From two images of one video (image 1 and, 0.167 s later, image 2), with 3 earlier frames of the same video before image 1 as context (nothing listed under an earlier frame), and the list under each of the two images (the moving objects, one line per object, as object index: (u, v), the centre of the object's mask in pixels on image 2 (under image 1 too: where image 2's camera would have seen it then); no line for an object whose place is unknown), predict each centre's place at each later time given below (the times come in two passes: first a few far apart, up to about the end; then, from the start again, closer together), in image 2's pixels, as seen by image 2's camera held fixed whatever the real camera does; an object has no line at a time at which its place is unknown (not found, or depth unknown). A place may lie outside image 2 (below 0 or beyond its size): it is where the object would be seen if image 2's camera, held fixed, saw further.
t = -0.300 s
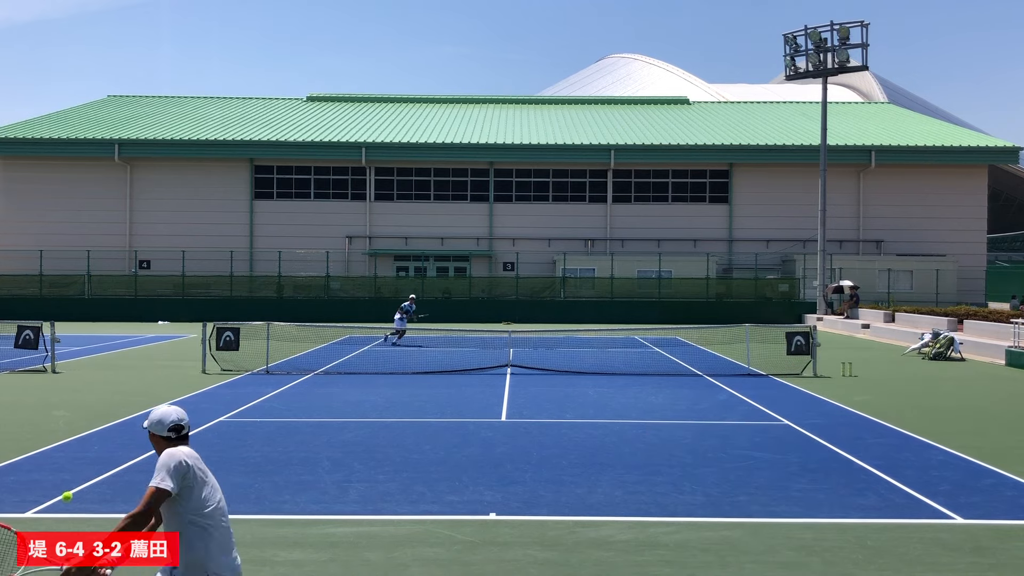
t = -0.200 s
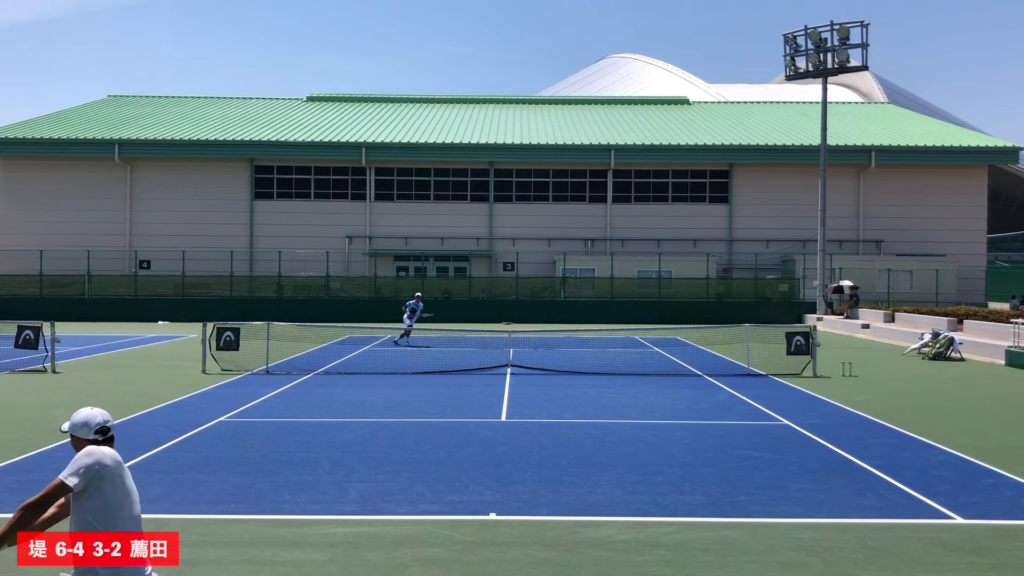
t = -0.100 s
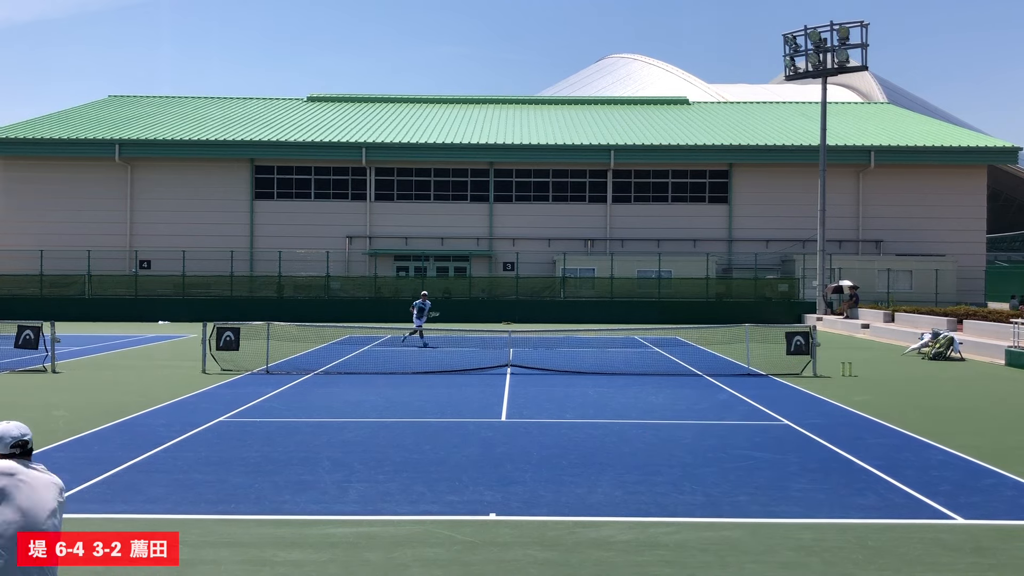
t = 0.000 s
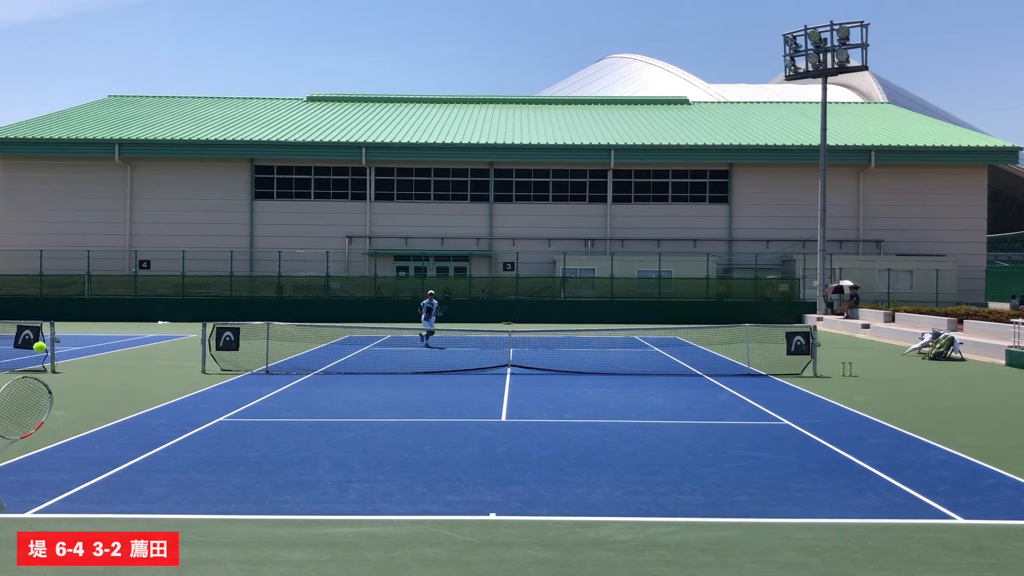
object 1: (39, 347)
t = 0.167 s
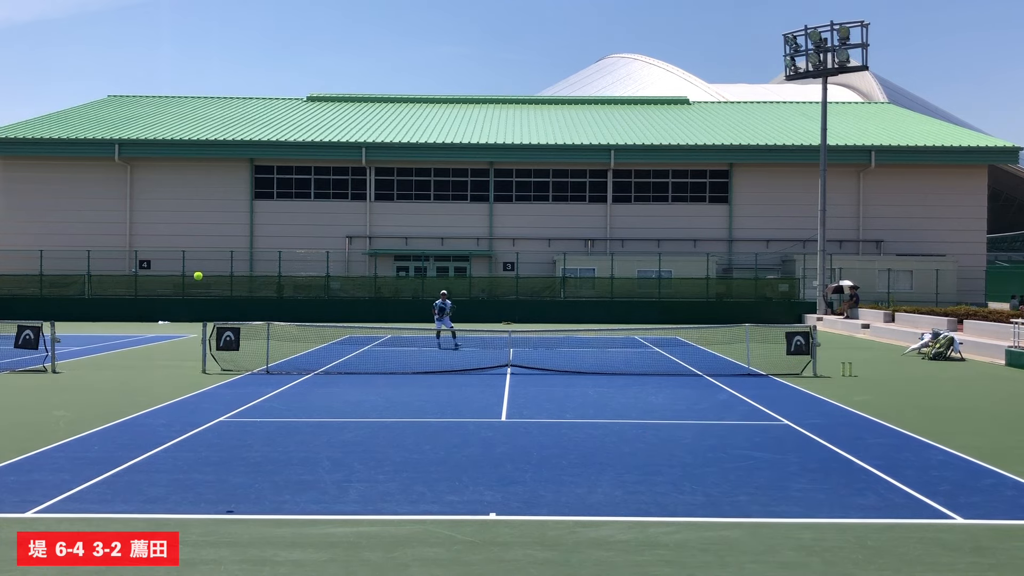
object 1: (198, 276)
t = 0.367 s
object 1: (290, 261)
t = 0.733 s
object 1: (371, 302)
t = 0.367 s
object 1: (290, 261)
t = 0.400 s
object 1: (300, 263)
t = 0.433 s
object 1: (311, 265)
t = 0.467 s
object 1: (319, 267)
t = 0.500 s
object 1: (327, 270)
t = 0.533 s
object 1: (335, 273)
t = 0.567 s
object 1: (342, 277)
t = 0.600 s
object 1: (348, 281)
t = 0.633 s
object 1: (354, 286)
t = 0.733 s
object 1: (371, 302)
